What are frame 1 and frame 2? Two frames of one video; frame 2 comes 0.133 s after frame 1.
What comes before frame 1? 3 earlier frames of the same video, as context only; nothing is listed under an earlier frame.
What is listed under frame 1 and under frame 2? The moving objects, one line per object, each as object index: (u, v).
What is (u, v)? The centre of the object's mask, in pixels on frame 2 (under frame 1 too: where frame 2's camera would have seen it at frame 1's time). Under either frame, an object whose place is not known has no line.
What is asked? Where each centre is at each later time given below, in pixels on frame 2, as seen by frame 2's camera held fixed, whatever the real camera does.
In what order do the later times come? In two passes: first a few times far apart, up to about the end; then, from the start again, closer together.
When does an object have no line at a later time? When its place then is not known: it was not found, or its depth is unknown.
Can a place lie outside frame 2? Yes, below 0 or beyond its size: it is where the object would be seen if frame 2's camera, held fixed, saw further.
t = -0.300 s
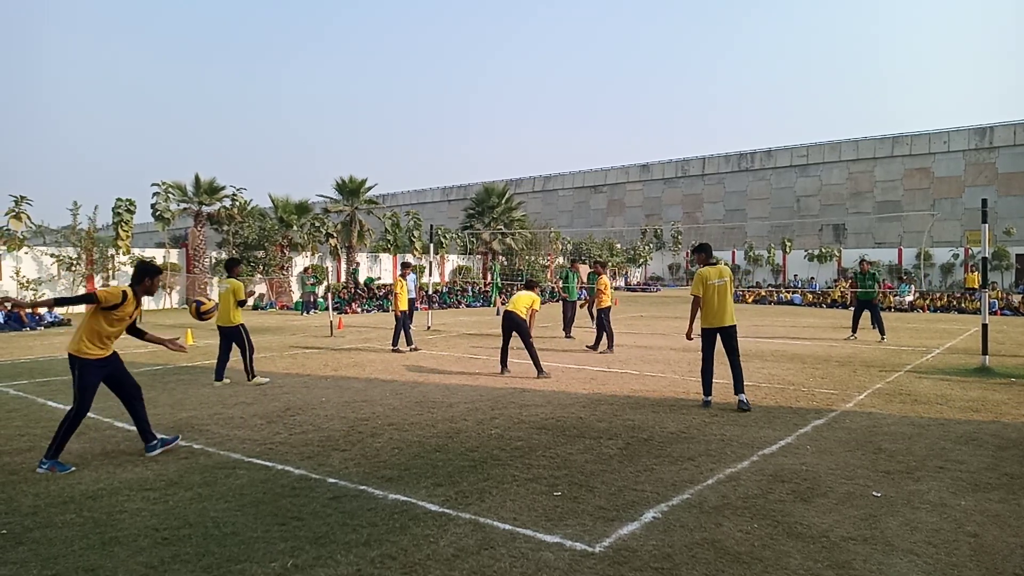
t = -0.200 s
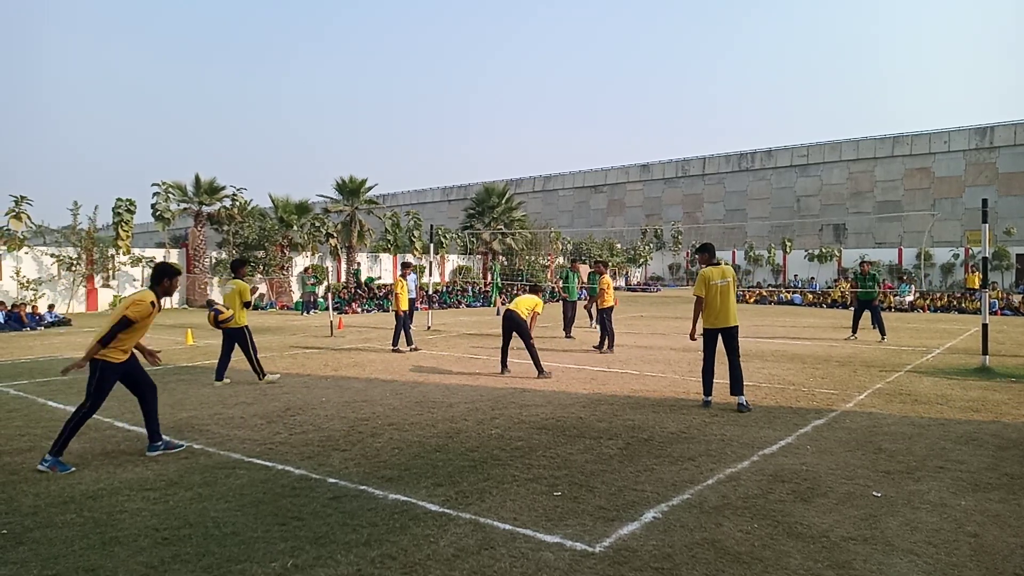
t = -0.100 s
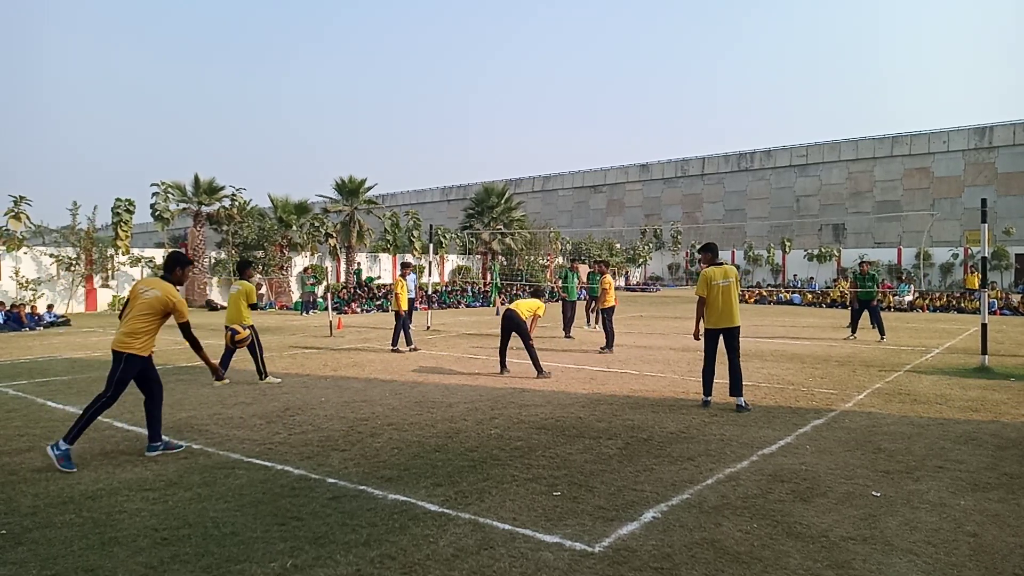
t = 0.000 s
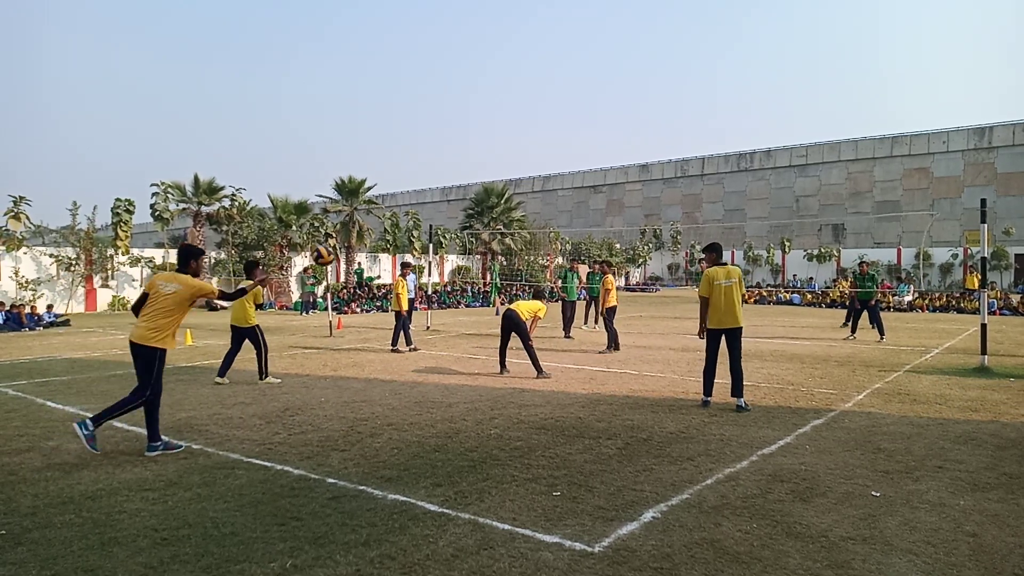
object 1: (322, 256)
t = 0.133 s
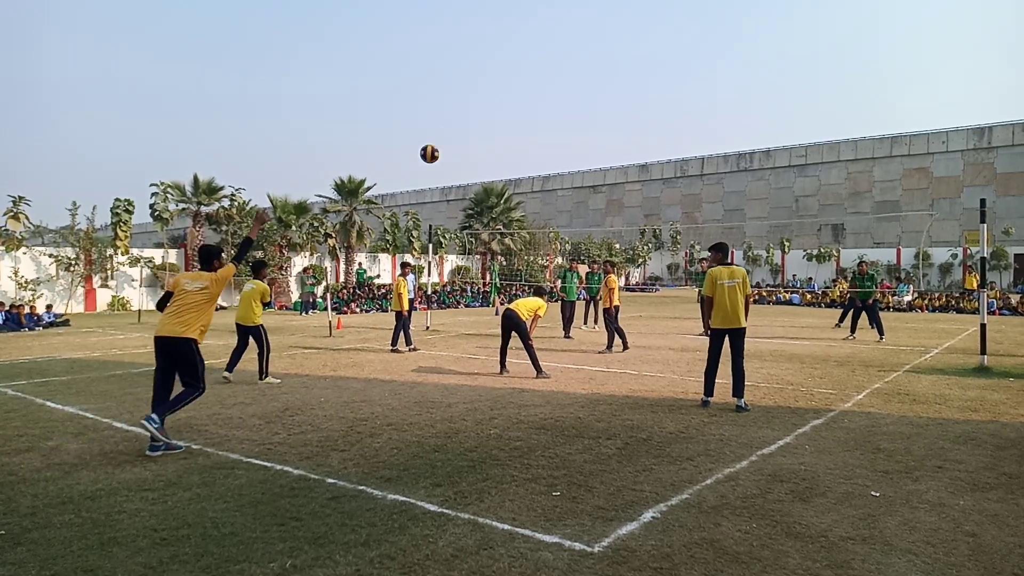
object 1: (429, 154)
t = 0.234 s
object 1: (491, 100)
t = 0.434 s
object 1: (586, 33)
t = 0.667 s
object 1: (663, 5)
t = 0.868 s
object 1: (712, 10)
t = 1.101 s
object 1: (751, 37)
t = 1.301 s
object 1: (779, 73)
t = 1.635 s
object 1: (813, 155)
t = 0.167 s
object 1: (452, 134)
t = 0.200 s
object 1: (472, 116)
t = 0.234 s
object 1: (491, 100)
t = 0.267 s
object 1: (509, 85)
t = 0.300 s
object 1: (527, 72)
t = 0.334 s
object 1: (542, 61)
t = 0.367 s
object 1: (558, 50)
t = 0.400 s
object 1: (573, 41)
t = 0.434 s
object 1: (586, 33)
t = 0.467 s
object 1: (599, 26)
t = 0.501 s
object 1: (611, 20)
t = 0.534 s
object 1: (623, 15)
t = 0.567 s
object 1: (634, 11)
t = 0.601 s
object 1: (644, 9)
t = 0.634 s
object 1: (654, 6)
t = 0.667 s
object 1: (663, 5)
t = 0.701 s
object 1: (672, 5)
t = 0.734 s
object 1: (681, 5)
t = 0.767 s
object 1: (690, 5)
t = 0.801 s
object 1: (697, 6)
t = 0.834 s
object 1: (704, 8)
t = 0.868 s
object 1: (712, 10)
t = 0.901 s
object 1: (718, 13)
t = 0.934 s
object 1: (725, 16)
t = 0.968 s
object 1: (731, 19)
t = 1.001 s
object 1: (736, 23)
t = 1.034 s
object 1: (742, 28)
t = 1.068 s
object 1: (747, 32)
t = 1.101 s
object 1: (751, 37)
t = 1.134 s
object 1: (756, 42)
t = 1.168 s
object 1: (761, 48)
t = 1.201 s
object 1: (765, 54)
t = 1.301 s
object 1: (779, 73)
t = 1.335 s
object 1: (782, 80)
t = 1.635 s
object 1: (813, 155)
